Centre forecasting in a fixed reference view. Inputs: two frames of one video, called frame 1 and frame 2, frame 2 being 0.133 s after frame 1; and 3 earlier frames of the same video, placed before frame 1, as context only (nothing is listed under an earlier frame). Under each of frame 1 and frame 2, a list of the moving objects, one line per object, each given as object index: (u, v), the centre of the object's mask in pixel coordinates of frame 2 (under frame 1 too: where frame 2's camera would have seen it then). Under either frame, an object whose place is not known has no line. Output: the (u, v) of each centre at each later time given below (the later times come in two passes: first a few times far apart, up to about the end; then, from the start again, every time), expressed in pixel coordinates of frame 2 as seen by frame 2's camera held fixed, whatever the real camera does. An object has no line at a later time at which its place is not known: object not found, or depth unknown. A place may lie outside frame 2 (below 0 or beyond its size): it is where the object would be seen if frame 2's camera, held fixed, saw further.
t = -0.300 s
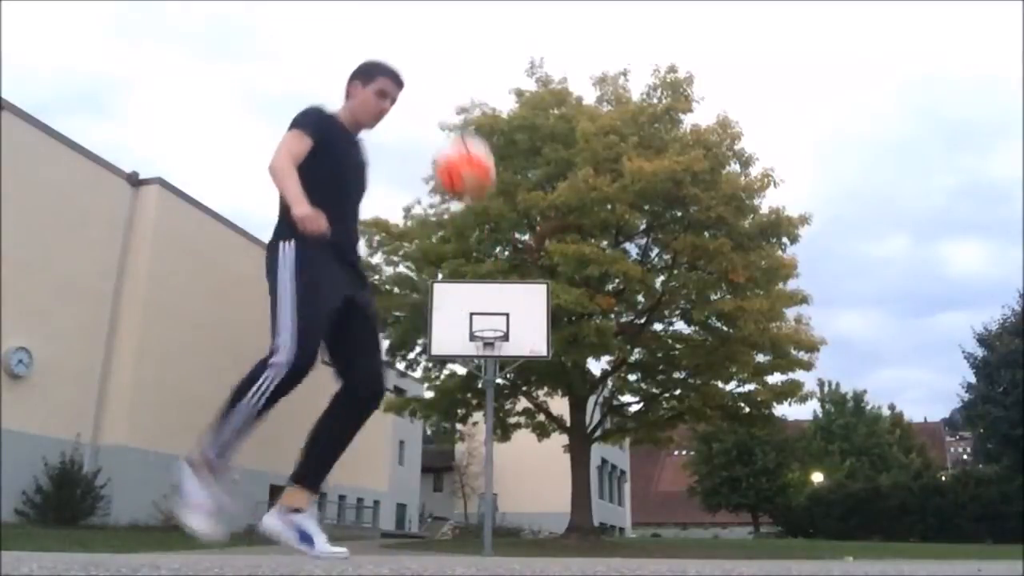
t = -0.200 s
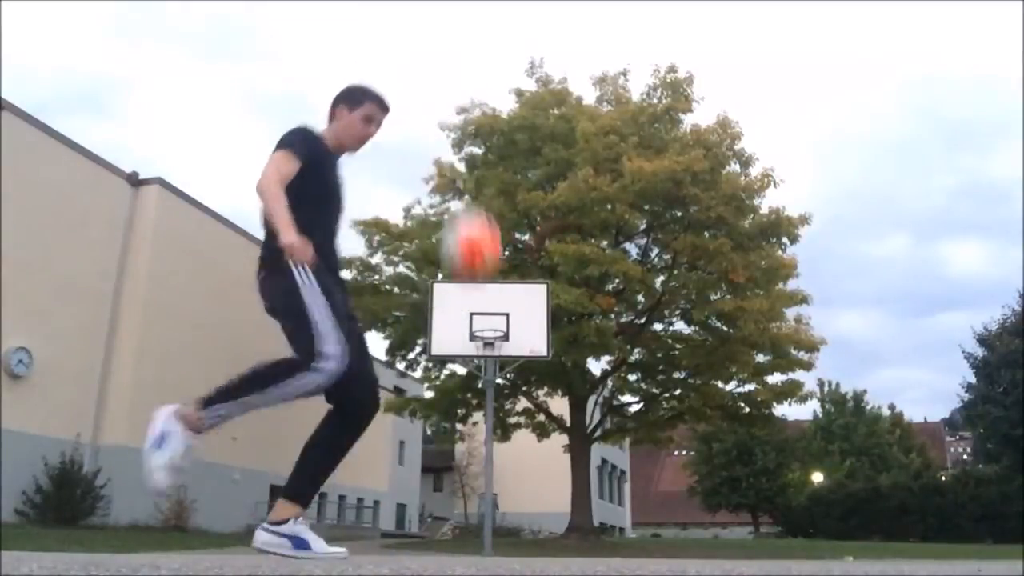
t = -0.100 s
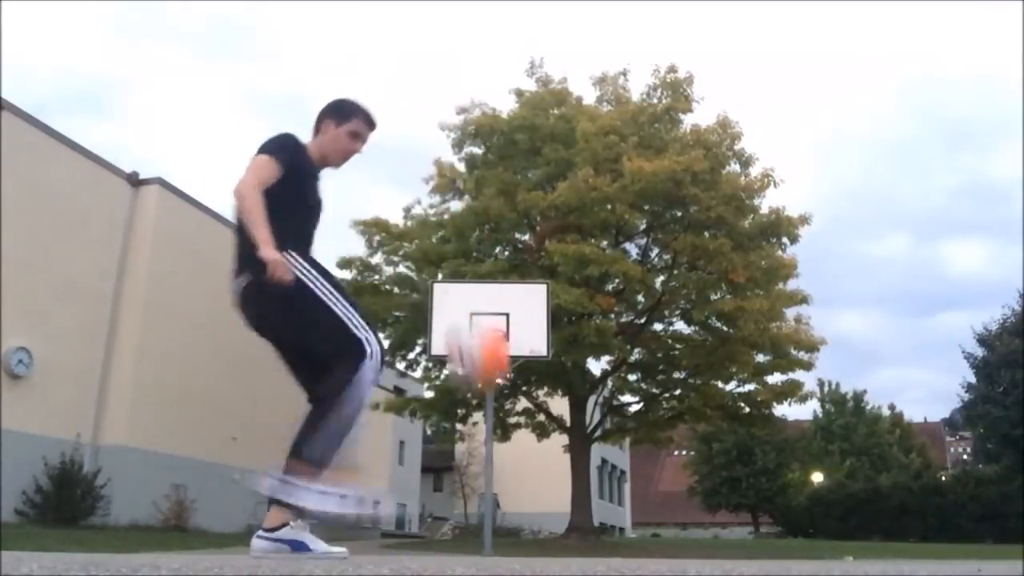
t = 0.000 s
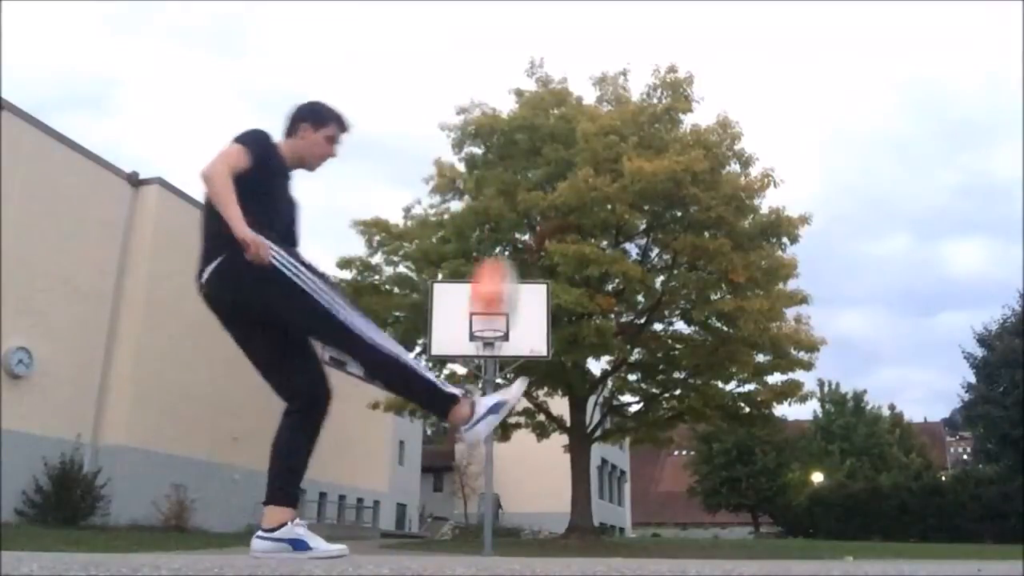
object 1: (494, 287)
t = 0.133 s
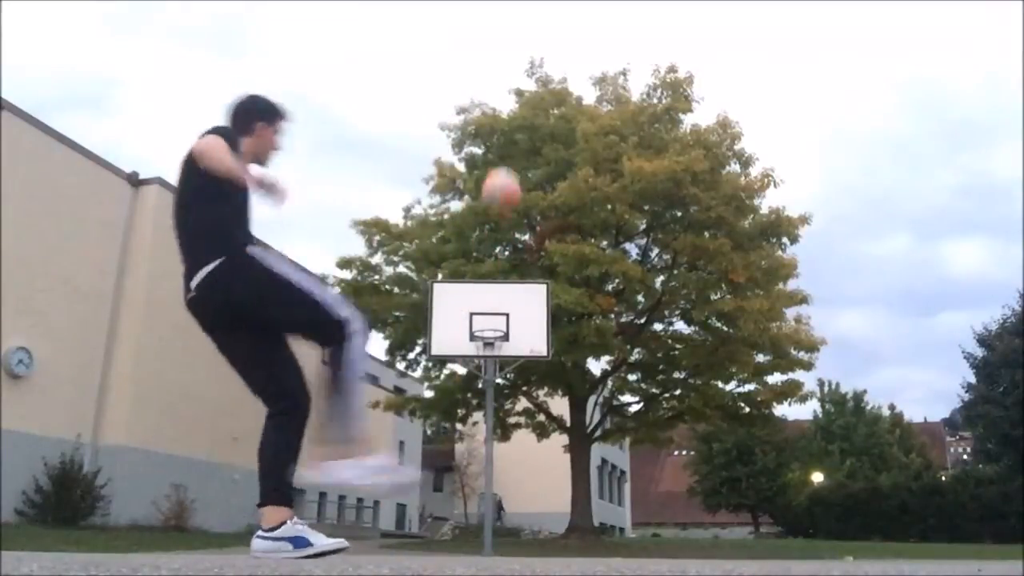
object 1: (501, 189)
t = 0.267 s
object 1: (501, 150)
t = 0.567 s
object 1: (498, 176)
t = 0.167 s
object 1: (502, 175)
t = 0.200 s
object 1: (502, 165)
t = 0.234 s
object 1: (502, 157)
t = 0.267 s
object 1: (501, 150)
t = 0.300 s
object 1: (502, 149)
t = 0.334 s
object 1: (501, 149)
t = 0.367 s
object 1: (501, 150)
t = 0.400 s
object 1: (500, 152)
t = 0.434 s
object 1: (500, 155)
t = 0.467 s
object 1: (499, 159)
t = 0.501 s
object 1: (499, 162)
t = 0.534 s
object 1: (498, 169)
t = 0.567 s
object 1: (498, 176)
